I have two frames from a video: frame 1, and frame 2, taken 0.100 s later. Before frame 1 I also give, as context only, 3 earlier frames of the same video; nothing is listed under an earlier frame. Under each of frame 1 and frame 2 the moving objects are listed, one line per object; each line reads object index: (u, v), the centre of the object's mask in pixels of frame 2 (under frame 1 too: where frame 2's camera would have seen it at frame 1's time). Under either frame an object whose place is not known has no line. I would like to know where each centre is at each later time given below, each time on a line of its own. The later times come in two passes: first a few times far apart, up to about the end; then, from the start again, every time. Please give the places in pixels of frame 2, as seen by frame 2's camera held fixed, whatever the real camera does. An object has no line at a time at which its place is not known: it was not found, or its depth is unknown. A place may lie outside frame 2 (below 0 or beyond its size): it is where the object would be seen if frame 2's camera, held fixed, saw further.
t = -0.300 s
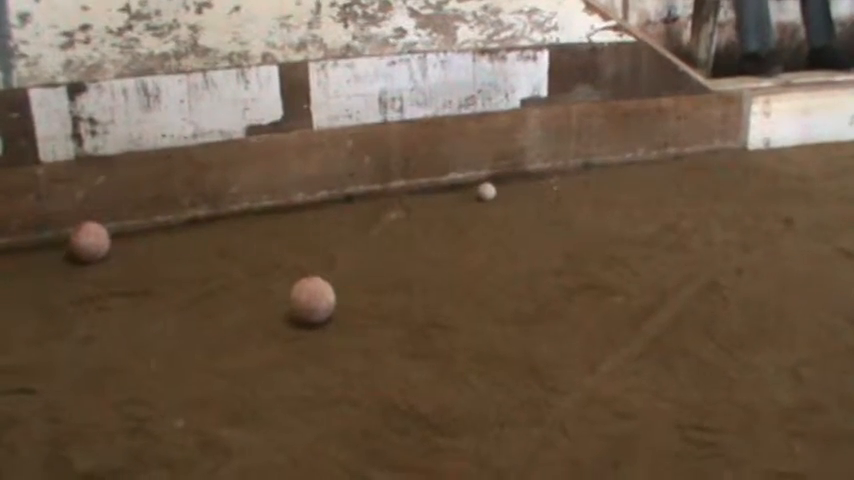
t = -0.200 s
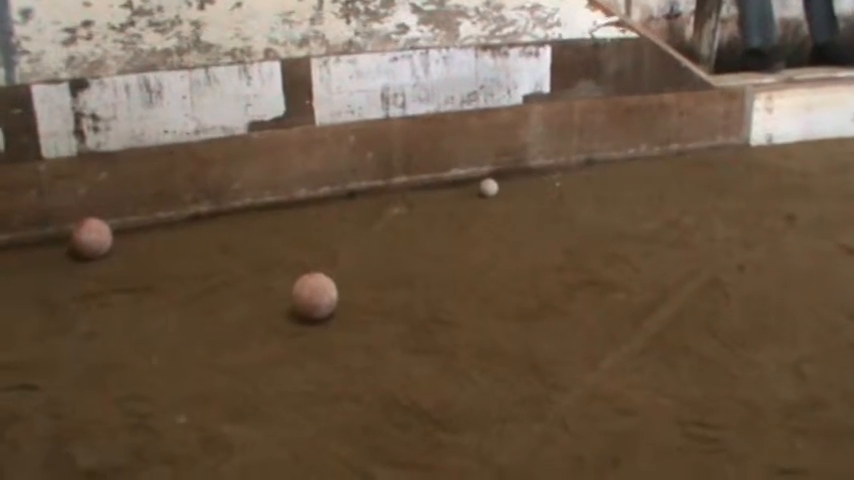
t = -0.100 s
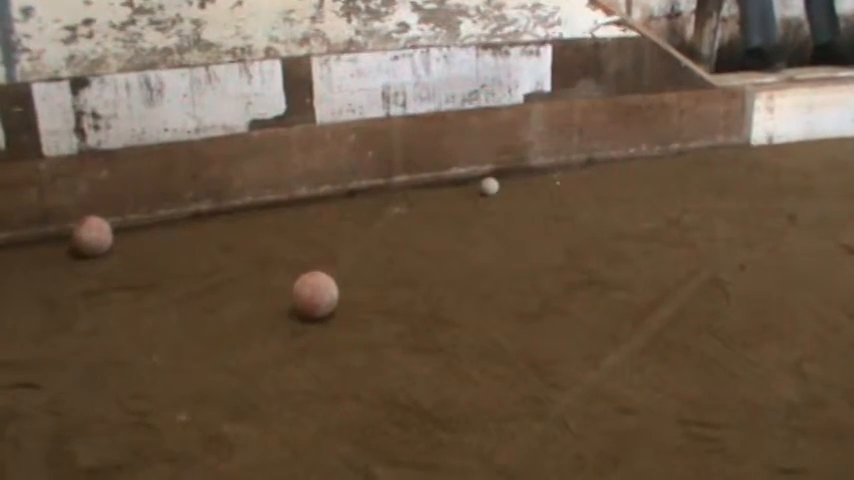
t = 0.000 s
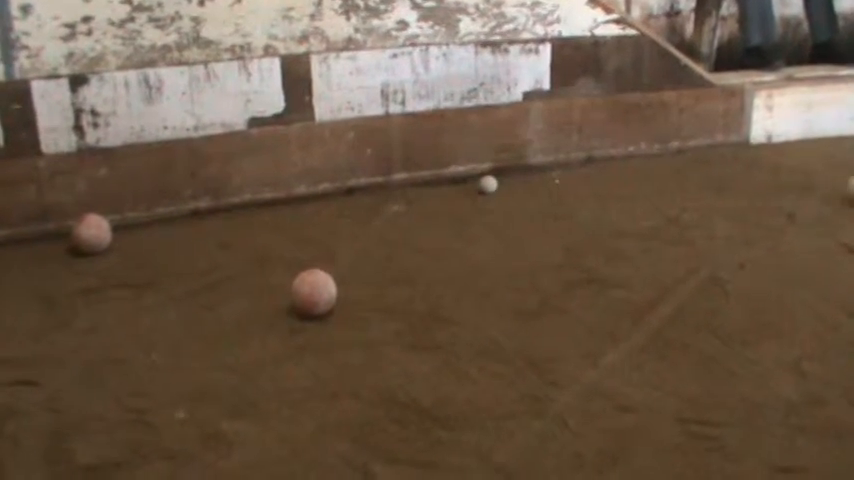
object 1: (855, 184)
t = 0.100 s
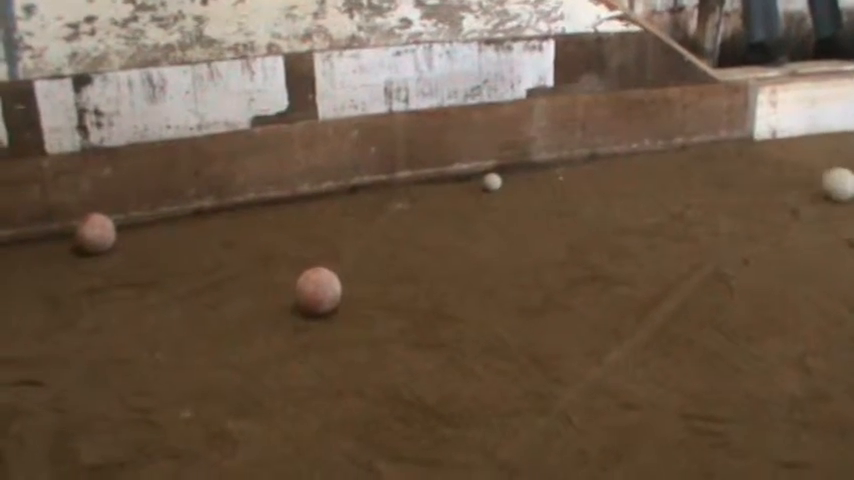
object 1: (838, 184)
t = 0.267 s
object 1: (789, 185)
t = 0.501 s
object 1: (723, 187)
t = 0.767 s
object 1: (652, 189)
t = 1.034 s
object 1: (587, 190)
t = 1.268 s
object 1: (536, 192)
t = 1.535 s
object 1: (485, 193)
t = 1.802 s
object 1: (441, 196)
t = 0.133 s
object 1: (829, 184)
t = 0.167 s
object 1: (819, 185)
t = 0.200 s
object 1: (809, 185)
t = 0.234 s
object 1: (799, 185)
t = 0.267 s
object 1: (789, 185)
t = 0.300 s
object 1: (780, 185)
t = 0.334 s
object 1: (770, 186)
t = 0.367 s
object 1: (761, 186)
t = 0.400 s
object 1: (751, 186)
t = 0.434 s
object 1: (742, 187)
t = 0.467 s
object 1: (732, 187)
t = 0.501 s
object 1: (723, 187)
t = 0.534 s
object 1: (714, 187)
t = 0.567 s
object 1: (705, 187)
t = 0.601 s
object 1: (696, 187)
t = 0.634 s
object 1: (687, 188)
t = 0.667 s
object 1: (678, 188)
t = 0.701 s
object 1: (669, 188)
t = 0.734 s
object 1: (660, 189)
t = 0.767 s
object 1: (652, 189)
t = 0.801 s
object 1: (643, 189)
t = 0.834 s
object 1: (635, 189)
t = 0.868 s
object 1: (627, 190)
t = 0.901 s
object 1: (619, 190)
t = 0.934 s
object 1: (611, 190)
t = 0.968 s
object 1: (603, 190)
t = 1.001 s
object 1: (595, 190)
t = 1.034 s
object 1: (587, 190)
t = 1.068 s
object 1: (580, 191)
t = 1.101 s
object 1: (572, 191)
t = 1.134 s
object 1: (565, 191)
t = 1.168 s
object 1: (558, 192)
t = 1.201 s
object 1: (551, 192)
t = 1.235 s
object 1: (543, 192)
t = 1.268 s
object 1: (536, 192)
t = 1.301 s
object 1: (530, 193)
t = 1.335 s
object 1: (523, 193)
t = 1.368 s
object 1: (516, 194)
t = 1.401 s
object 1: (510, 194)
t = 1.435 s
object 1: (503, 194)
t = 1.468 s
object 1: (496, 194)
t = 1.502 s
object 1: (490, 194)
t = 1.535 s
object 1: (485, 193)
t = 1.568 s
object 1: (478, 195)
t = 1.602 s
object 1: (472, 196)
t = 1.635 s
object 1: (466, 196)
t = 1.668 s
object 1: (461, 196)
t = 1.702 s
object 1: (455, 196)
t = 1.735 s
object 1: (451, 196)
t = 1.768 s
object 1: (446, 196)
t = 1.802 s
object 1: (441, 196)
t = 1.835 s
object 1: (436, 196)
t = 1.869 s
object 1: (431, 196)
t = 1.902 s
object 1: (427, 196)
